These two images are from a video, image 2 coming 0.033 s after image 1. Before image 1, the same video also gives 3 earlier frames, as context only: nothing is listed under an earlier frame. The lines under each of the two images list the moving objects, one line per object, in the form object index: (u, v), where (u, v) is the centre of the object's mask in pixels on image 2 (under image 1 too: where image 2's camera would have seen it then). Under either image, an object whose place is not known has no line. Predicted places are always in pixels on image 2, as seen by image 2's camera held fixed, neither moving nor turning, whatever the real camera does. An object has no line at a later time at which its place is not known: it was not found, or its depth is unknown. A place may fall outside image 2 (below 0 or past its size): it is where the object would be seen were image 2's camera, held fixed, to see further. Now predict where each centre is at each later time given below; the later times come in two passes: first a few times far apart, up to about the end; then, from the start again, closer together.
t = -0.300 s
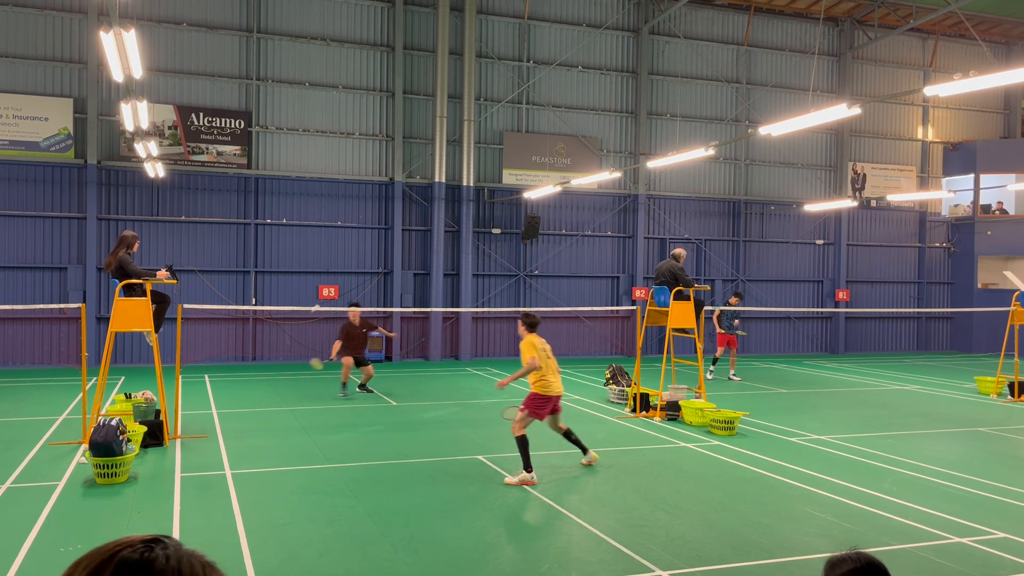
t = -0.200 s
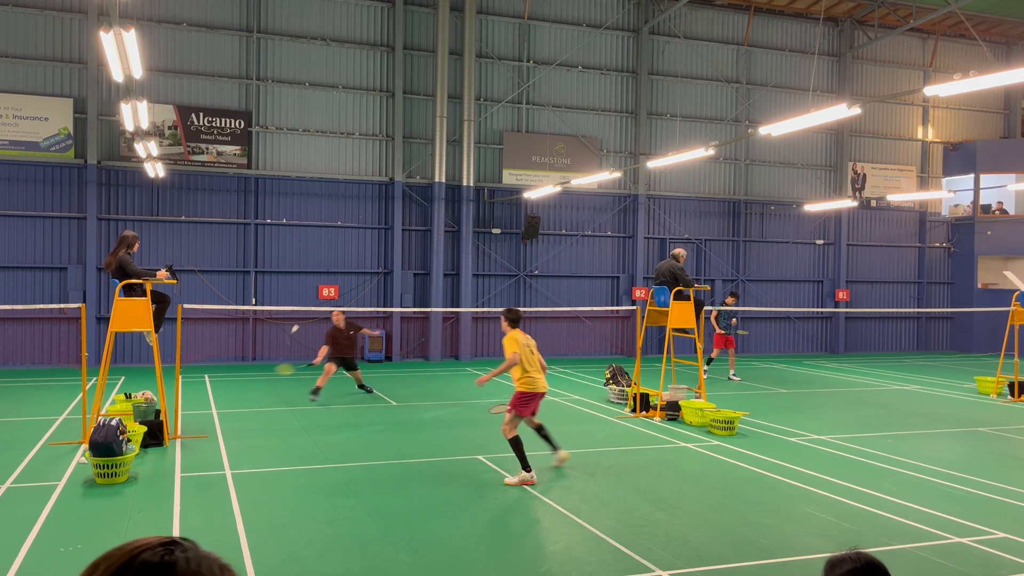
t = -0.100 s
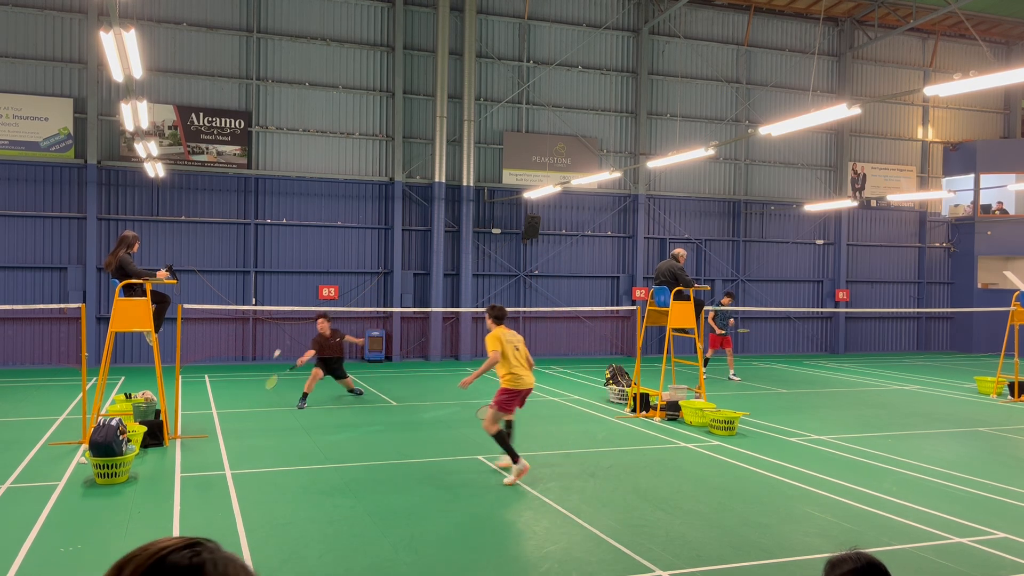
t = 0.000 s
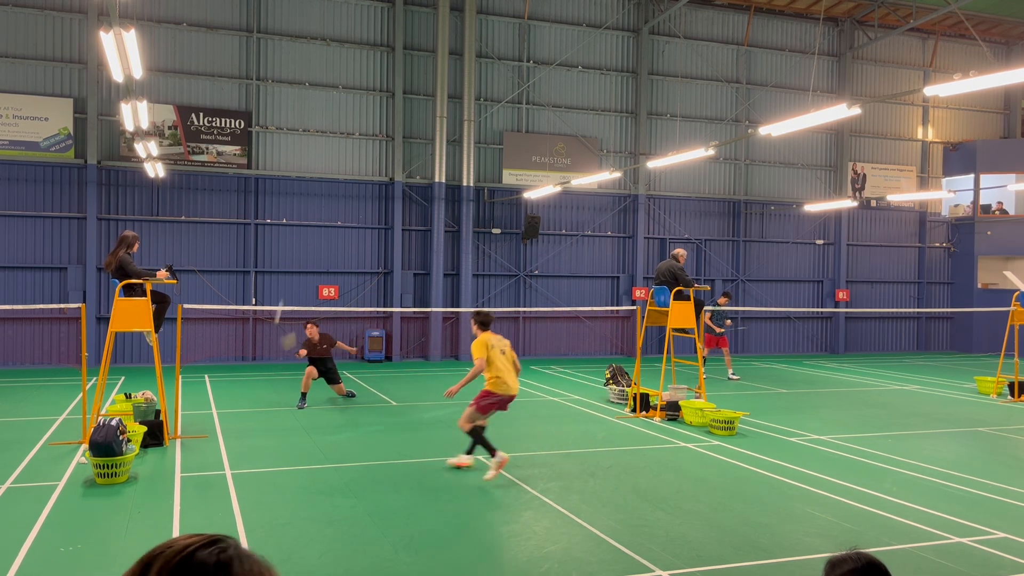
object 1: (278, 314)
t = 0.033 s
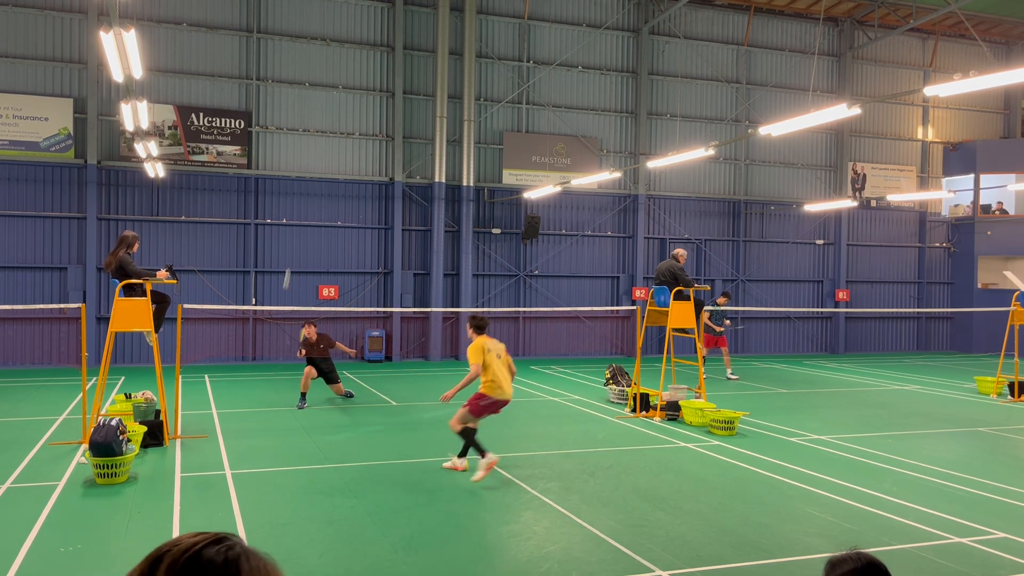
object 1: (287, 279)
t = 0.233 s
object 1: (318, 137)
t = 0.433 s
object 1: (344, 48)
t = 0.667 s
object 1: (370, 0)
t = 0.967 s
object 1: (400, 15)
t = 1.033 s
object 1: (406, 34)
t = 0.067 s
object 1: (292, 251)
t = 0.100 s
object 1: (298, 225)
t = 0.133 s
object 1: (303, 200)
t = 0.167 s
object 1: (308, 178)
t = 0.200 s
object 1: (313, 157)
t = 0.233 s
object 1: (318, 137)
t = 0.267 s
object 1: (322, 120)
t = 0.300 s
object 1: (326, 103)
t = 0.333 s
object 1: (331, 87)
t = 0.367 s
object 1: (335, 73)
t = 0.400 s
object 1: (339, 60)
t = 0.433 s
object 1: (344, 48)
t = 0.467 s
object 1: (348, 37)
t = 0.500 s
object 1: (352, 28)
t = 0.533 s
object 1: (355, 19)
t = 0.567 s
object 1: (359, 12)
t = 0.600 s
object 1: (363, 6)
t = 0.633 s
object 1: (366, 2)
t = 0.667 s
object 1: (370, 0)
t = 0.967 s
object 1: (400, 15)
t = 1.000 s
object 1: (403, 24)
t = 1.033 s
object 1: (406, 34)
